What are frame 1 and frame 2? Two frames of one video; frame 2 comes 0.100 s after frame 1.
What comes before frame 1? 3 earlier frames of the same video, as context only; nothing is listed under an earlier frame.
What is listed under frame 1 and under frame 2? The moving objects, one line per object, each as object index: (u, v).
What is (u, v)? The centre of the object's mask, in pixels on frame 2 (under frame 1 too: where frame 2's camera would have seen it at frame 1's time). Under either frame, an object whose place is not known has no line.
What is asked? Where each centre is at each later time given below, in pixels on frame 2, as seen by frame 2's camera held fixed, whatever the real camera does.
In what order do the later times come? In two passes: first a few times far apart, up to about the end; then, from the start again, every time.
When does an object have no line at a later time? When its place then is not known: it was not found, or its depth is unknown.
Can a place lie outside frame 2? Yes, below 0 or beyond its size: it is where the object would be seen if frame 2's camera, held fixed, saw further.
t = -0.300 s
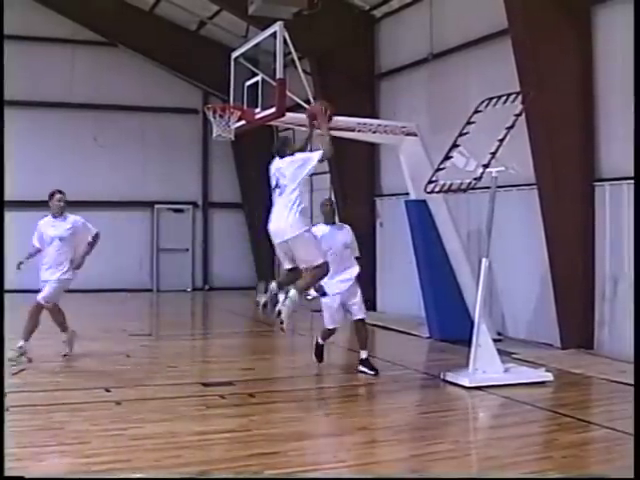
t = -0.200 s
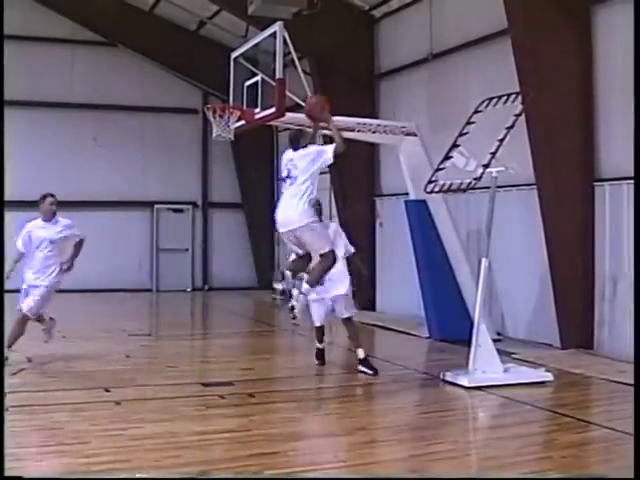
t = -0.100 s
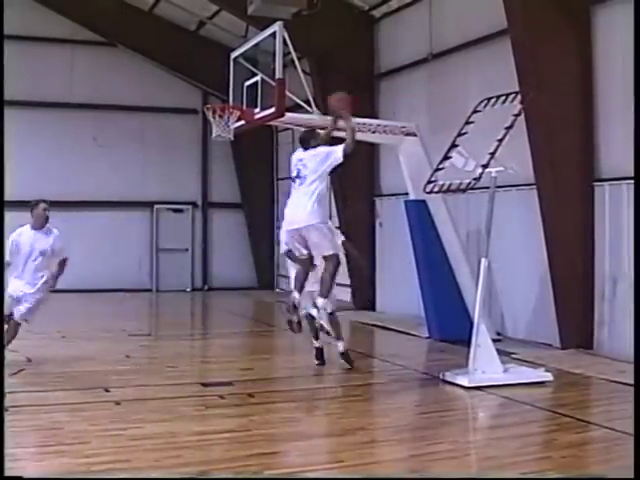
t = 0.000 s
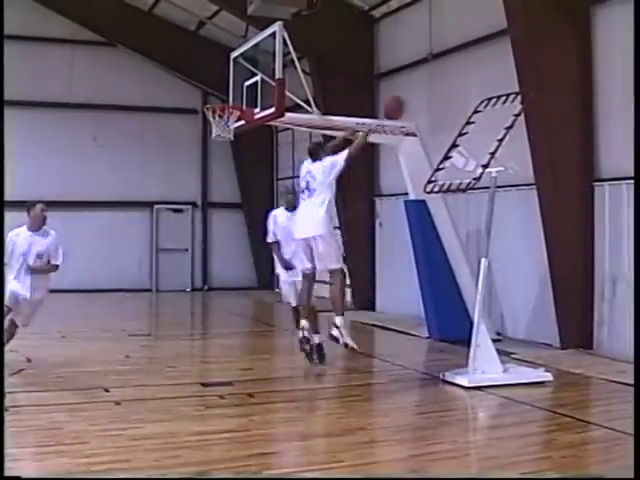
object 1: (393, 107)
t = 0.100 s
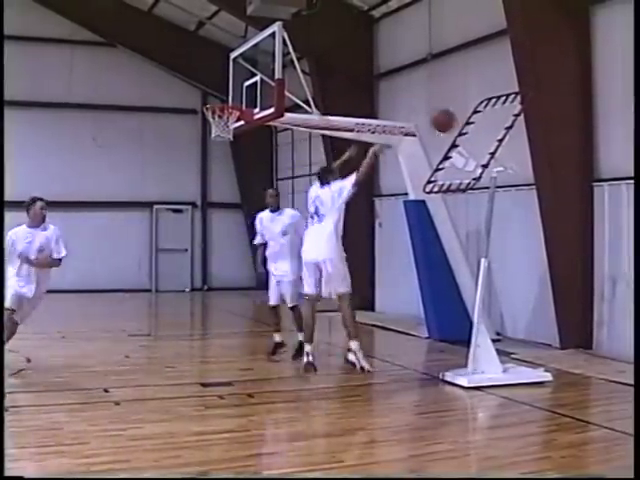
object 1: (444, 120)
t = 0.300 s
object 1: (454, 102)
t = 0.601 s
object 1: (360, 49)
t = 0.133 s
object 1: (458, 126)
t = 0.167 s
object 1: (474, 133)
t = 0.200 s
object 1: (481, 136)
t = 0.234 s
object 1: (474, 125)
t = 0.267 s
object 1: (463, 114)
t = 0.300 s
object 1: (454, 102)
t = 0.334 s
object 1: (444, 92)
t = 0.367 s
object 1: (434, 83)
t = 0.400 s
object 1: (425, 75)
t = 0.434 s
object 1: (414, 67)
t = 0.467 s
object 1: (405, 62)
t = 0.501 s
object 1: (393, 58)
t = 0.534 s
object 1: (383, 53)
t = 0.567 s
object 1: (372, 52)
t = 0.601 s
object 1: (360, 49)
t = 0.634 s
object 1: (351, 49)
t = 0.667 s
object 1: (340, 49)
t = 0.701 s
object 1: (328, 51)
